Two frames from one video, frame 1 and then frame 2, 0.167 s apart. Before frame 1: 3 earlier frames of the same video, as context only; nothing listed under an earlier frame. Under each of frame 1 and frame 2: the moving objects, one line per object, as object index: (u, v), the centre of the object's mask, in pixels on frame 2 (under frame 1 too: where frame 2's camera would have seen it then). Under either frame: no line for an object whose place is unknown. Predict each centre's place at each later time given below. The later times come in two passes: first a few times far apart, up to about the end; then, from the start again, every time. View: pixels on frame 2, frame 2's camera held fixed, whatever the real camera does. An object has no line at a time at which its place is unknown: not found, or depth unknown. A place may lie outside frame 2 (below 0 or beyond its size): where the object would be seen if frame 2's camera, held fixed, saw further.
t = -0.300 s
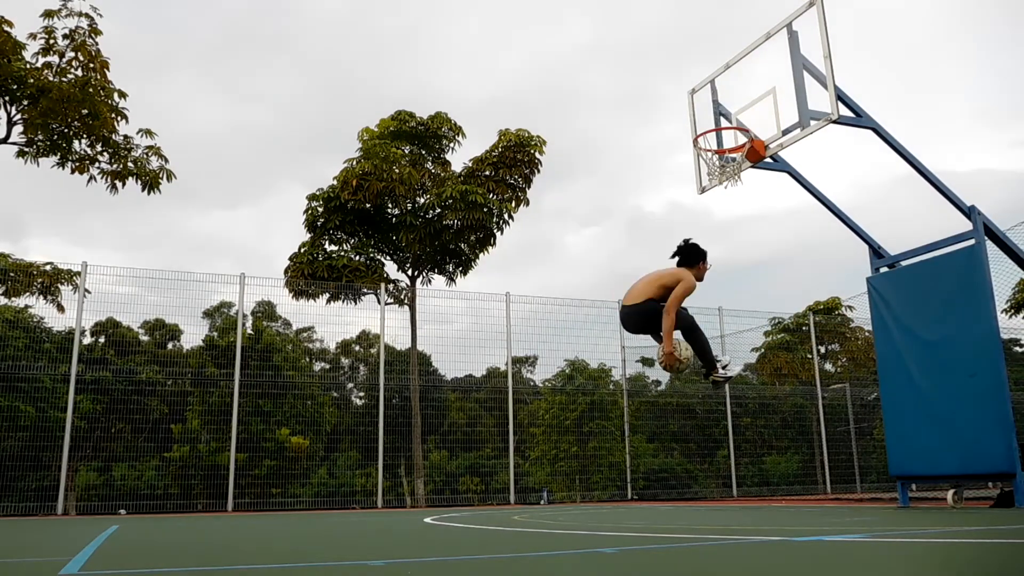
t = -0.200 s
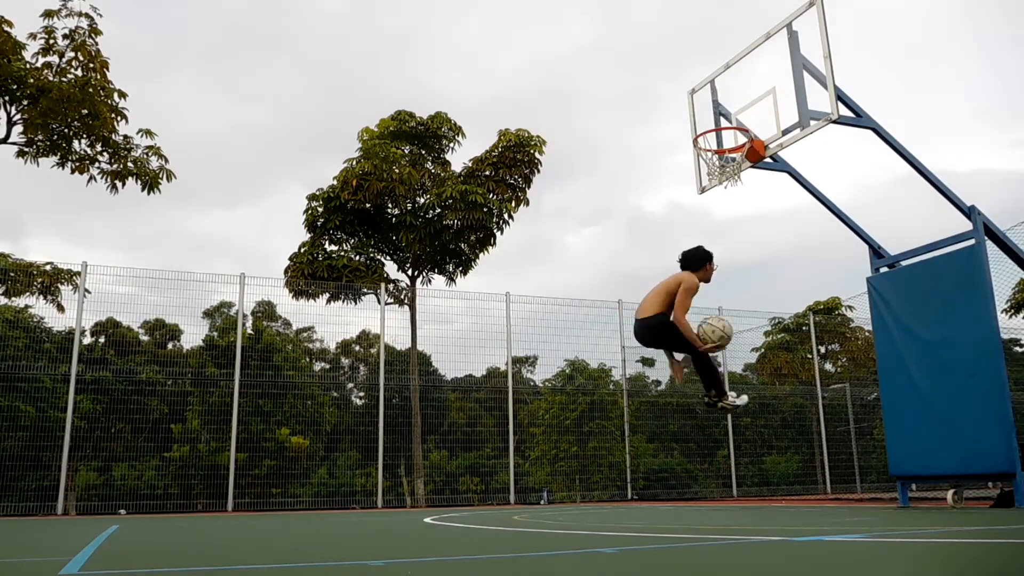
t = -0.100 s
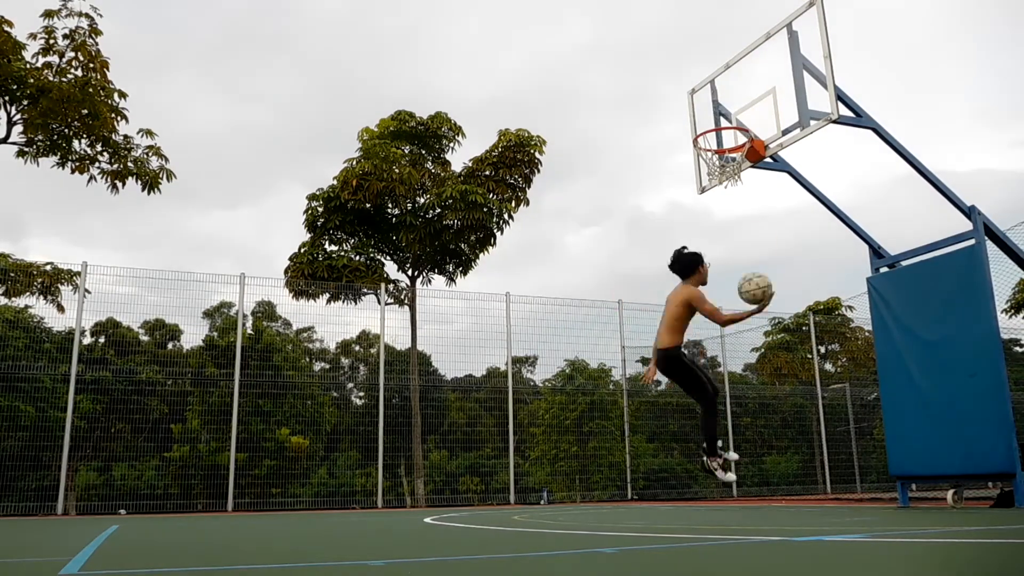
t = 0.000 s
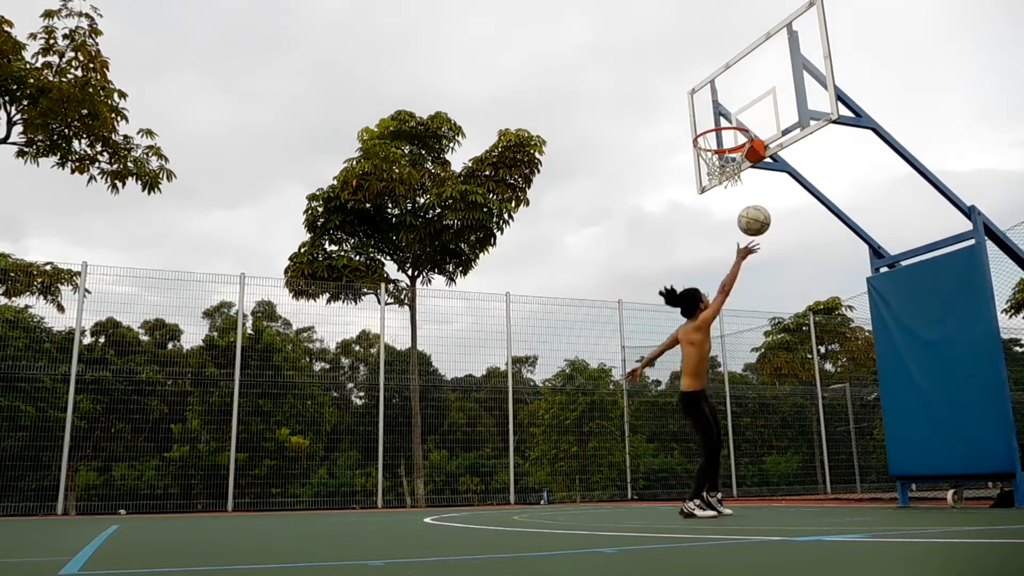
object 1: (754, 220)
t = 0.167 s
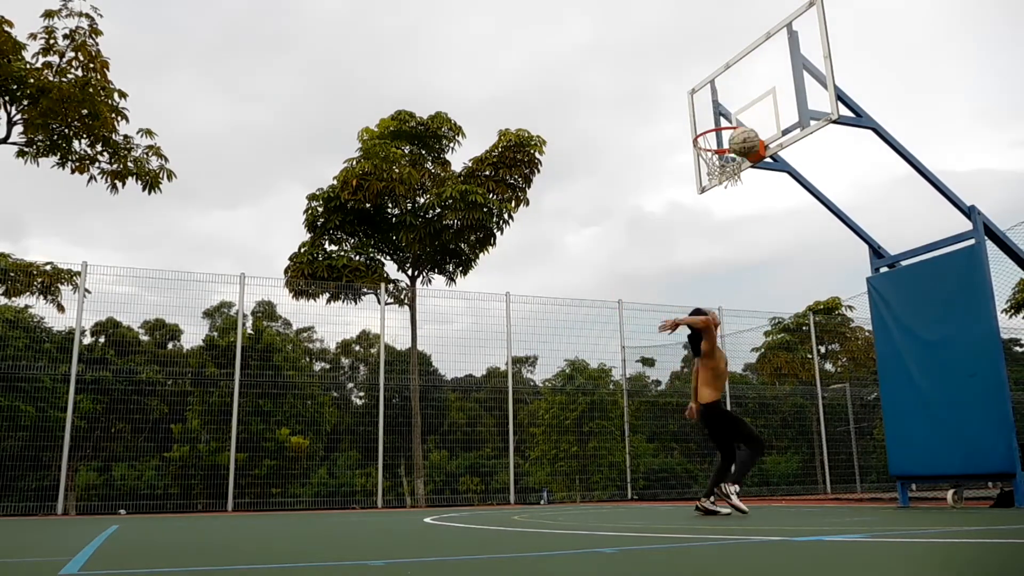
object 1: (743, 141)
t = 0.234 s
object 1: (741, 122)
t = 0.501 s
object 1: (744, 94)
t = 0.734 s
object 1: (758, 110)
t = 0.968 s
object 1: (757, 112)
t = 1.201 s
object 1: (772, 137)
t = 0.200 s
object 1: (743, 131)
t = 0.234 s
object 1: (741, 122)
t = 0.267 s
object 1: (740, 114)
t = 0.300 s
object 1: (740, 107)
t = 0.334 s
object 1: (741, 102)
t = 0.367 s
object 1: (741, 98)
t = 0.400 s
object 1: (742, 95)
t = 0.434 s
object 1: (742, 93)
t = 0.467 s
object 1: (743, 93)
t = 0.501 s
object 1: (744, 94)
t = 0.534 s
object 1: (745, 96)
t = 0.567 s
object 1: (746, 99)
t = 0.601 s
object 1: (747, 103)
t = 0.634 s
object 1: (749, 109)
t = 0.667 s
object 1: (750, 116)
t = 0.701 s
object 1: (753, 113)
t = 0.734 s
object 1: (758, 110)
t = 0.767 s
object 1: (762, 109)
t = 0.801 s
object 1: (766, 108)
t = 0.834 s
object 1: (764, 106)
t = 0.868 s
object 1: (762, 106)
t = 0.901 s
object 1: (761, 107)
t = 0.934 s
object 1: (759, 108)
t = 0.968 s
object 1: (757, 112)
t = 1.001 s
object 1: (756, 116)
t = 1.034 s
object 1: (757, 118)
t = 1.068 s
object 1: (760, 119)
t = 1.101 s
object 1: (762, 122)
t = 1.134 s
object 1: (765, 126)
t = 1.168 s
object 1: (768, 131)
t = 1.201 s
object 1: (772, 137)
